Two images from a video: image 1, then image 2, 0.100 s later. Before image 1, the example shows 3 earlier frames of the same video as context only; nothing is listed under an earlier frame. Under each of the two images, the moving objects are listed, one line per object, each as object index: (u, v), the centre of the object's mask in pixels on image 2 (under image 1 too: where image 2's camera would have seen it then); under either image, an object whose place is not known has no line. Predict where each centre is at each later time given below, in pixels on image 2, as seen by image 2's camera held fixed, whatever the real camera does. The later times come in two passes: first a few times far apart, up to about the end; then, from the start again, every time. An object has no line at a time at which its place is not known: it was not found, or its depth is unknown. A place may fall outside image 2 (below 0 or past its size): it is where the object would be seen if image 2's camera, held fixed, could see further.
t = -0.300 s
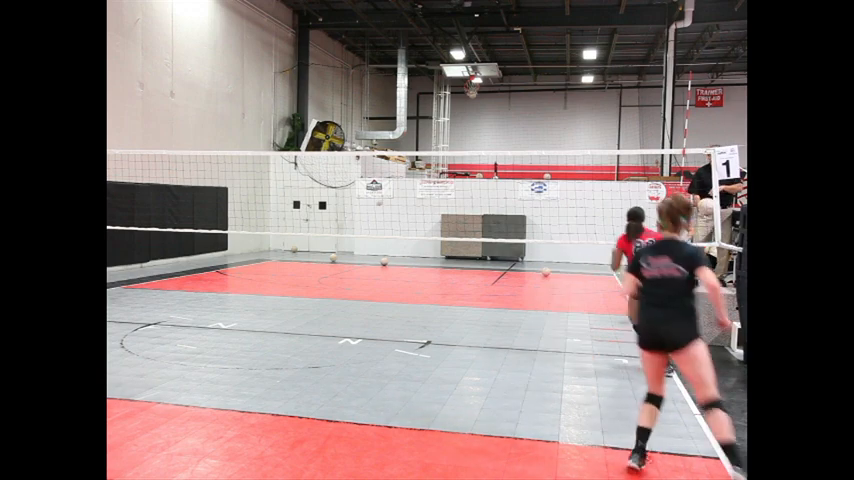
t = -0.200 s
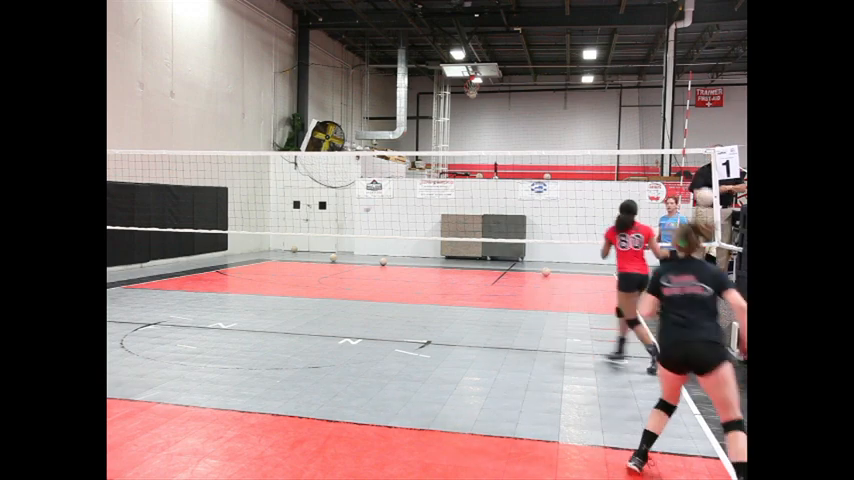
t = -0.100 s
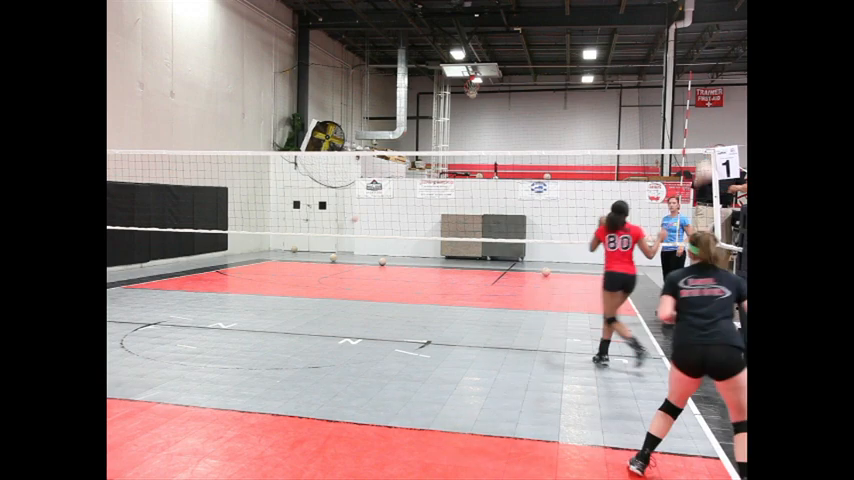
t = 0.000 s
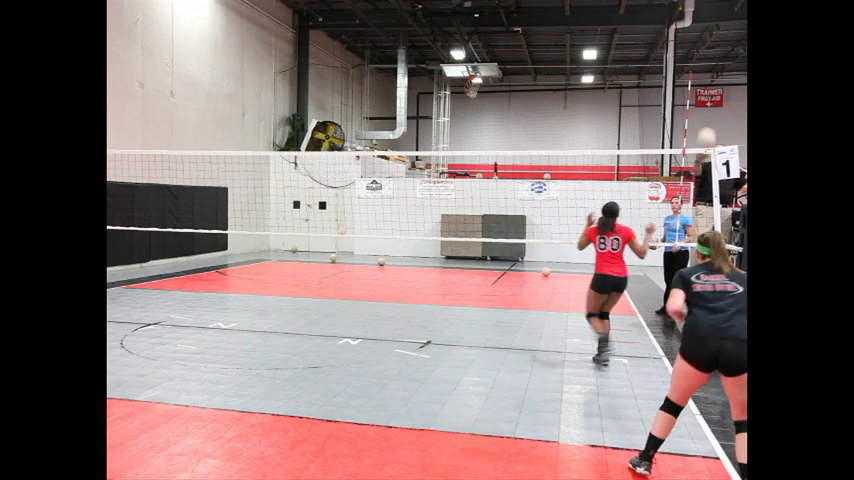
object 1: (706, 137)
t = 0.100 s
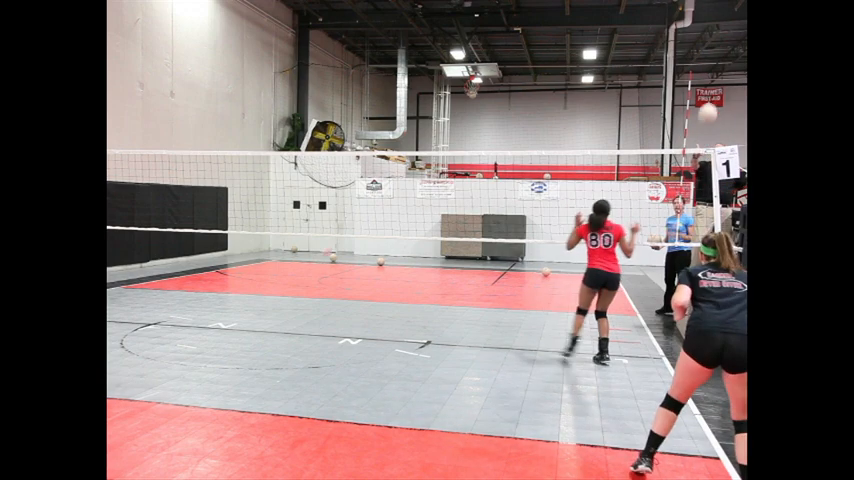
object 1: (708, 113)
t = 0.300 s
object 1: (709, 87)
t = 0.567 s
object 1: (709, 100)
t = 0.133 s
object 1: (708, 106)
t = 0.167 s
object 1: (708, 101)
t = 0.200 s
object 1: (708, 96)
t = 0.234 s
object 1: (709, 92)
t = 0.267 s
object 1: (709, 89)
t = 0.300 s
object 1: (709, 87)
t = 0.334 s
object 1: (709, 86)
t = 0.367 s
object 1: (709, 86)
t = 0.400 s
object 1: (709, 86)
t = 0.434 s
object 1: (709, 87)
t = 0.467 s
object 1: (709, 88)
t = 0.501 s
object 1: (709, 92)
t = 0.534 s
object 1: (709, 96)
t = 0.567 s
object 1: (709, 100)
